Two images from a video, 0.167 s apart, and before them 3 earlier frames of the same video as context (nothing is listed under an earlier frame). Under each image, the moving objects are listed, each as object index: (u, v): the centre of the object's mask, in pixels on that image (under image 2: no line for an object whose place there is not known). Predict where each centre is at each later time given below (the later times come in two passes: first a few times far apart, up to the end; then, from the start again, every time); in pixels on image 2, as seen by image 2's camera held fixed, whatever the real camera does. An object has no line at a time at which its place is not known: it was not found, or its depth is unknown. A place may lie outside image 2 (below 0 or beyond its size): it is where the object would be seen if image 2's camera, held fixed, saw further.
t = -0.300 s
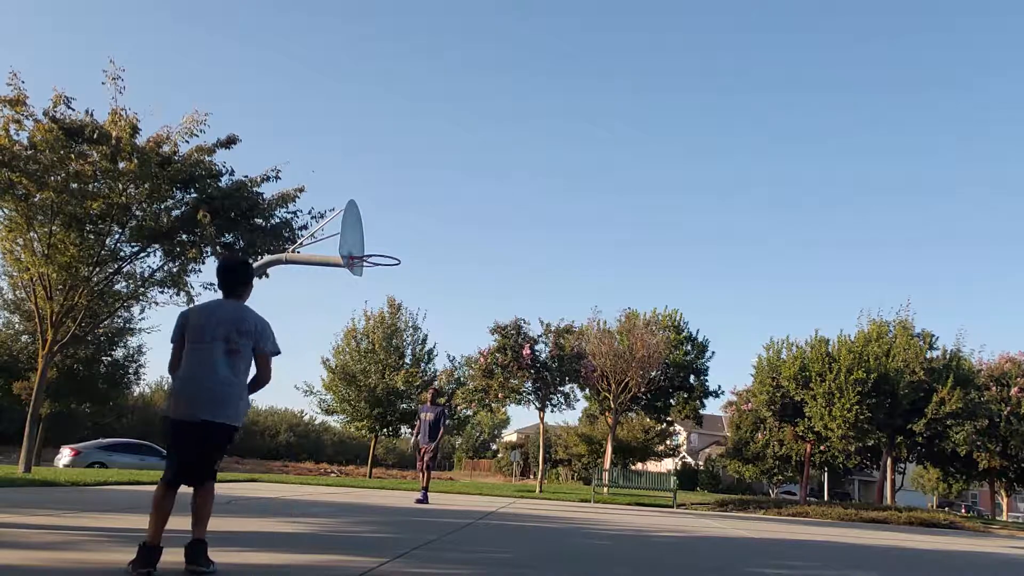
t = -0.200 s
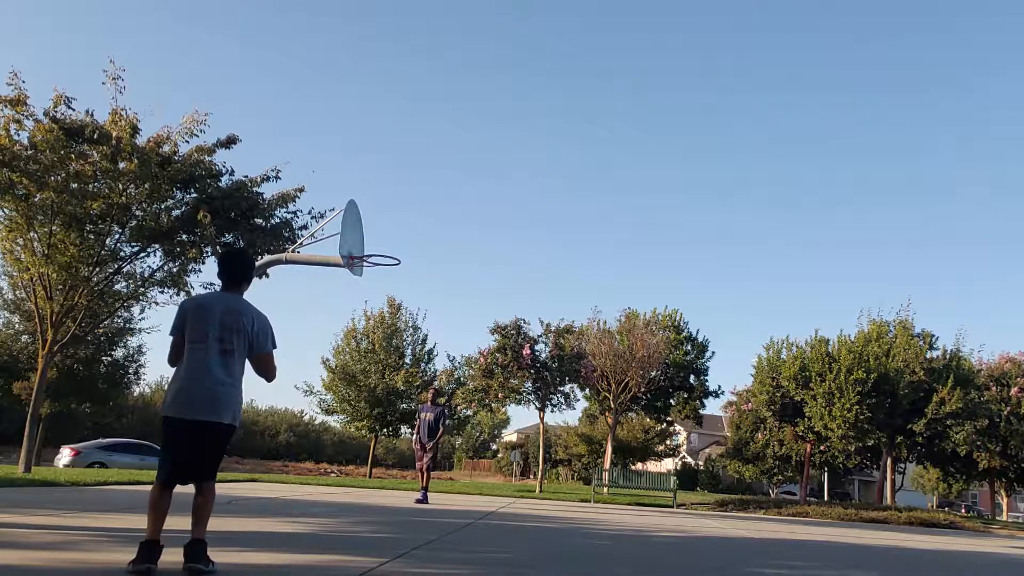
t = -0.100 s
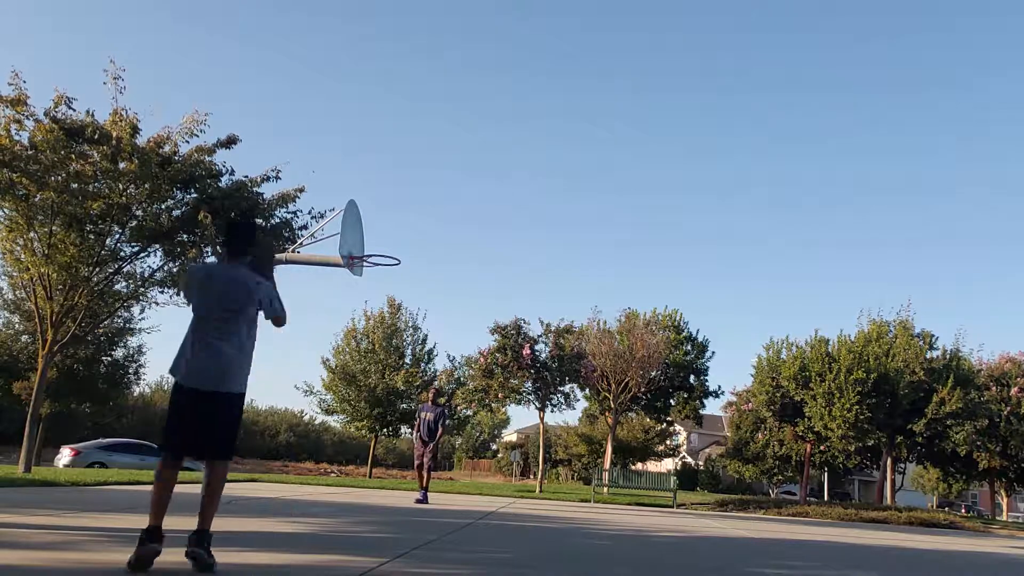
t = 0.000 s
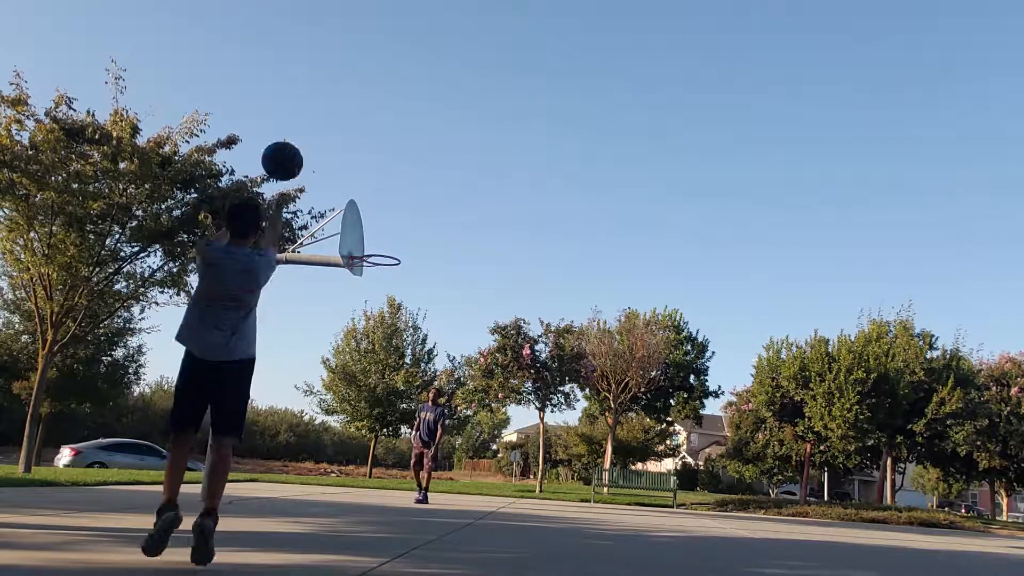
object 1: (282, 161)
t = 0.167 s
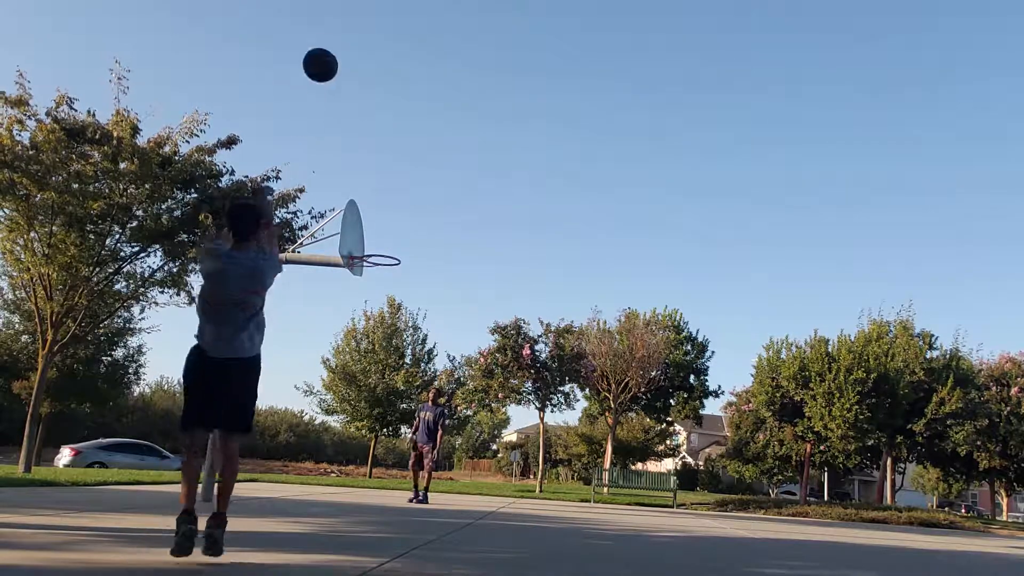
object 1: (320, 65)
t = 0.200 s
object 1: (326, 53)
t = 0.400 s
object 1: (353, 18)
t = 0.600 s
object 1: (368, 29)
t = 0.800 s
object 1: (376, 71)
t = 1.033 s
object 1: (381, 152)
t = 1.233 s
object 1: (380, 242)
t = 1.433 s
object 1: (397, 215)
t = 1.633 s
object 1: (418, 183)
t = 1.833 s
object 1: (439, 182)
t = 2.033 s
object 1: (460, 221)
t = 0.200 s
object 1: (326, 53)
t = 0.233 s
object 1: (332, 43)
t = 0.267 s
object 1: (336, 35)
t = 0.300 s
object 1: (341, 29)
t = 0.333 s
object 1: (345, 24)
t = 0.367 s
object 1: (349, 20)
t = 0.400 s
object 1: (353, 18)
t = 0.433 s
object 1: (356, 17)
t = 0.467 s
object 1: (359, 17)
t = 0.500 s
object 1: (361, 19)
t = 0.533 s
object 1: (364, 21)
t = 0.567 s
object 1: (366, 24)
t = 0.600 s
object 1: (368, 29)
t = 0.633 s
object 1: (370, 34)
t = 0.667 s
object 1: (372, 40)
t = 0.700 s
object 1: (373, 46)
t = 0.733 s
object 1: (374, 54)
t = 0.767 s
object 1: (375, 62)
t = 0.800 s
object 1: (376, 71)
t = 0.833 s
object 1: (377, 81)
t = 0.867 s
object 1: (378, 91)
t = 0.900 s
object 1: (379, 103)
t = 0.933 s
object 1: (381, 114)
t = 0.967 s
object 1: (380, 126)
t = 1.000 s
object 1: (380, 139)
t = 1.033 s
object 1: (381, 152)
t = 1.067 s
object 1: (381, 166)
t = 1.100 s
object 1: (381, 180)
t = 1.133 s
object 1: (382, 195)
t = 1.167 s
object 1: (381, 210)
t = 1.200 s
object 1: (380, 225)
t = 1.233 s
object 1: (380, 242)
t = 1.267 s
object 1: (379, 258)
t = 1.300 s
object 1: (383, 250)
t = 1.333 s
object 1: (386, 240)
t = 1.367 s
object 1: (389, 231)
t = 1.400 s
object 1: (393, 223)
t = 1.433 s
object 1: (397, 215)
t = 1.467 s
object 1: (400, 208)
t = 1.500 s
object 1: (404, 202)
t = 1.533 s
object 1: (407, 196)
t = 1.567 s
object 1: (411, 191)
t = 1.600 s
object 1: (414, 187)
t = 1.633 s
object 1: (418, 183)
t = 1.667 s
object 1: (421, 181)
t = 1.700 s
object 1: (424, 179)
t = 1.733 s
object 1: (428, 178)
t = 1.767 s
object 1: (431, 178)
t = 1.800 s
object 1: (435, 180)
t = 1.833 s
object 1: (439, 182)
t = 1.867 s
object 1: (442, 185)
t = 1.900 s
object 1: (446, 190)
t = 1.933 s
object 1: (449, 196)
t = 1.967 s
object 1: (453, 203)
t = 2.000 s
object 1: (456, 211)
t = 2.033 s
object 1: (460, 221)
